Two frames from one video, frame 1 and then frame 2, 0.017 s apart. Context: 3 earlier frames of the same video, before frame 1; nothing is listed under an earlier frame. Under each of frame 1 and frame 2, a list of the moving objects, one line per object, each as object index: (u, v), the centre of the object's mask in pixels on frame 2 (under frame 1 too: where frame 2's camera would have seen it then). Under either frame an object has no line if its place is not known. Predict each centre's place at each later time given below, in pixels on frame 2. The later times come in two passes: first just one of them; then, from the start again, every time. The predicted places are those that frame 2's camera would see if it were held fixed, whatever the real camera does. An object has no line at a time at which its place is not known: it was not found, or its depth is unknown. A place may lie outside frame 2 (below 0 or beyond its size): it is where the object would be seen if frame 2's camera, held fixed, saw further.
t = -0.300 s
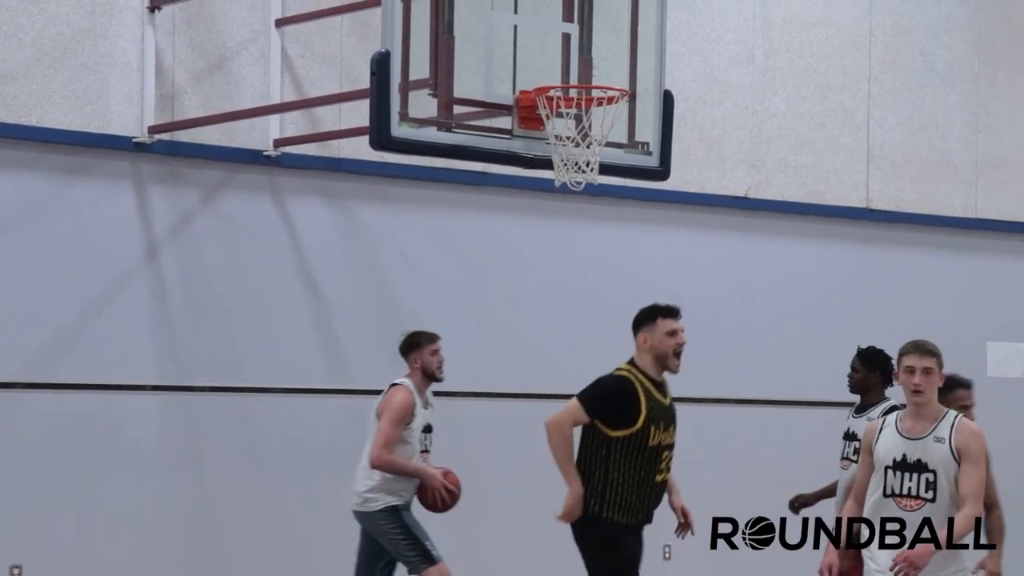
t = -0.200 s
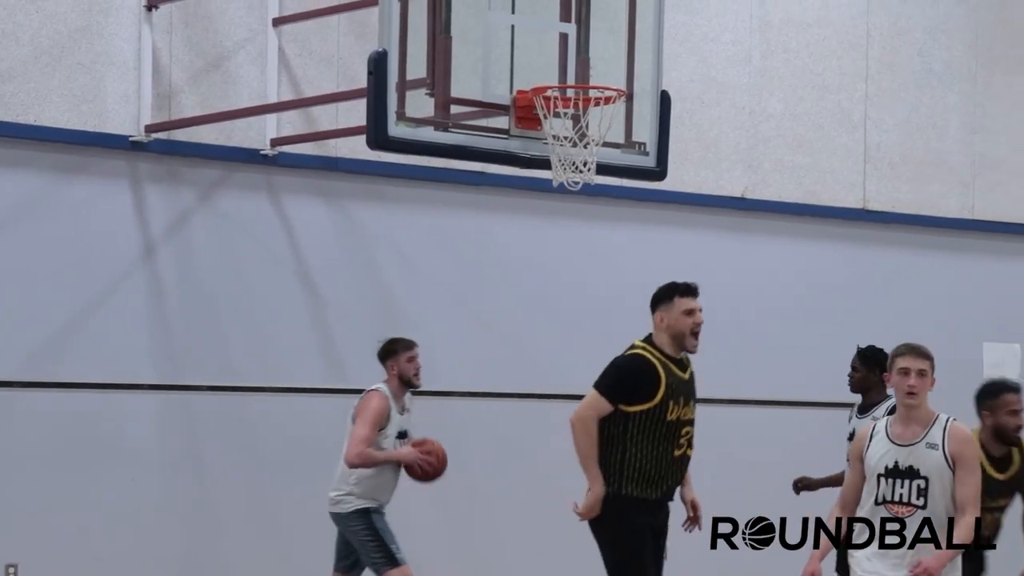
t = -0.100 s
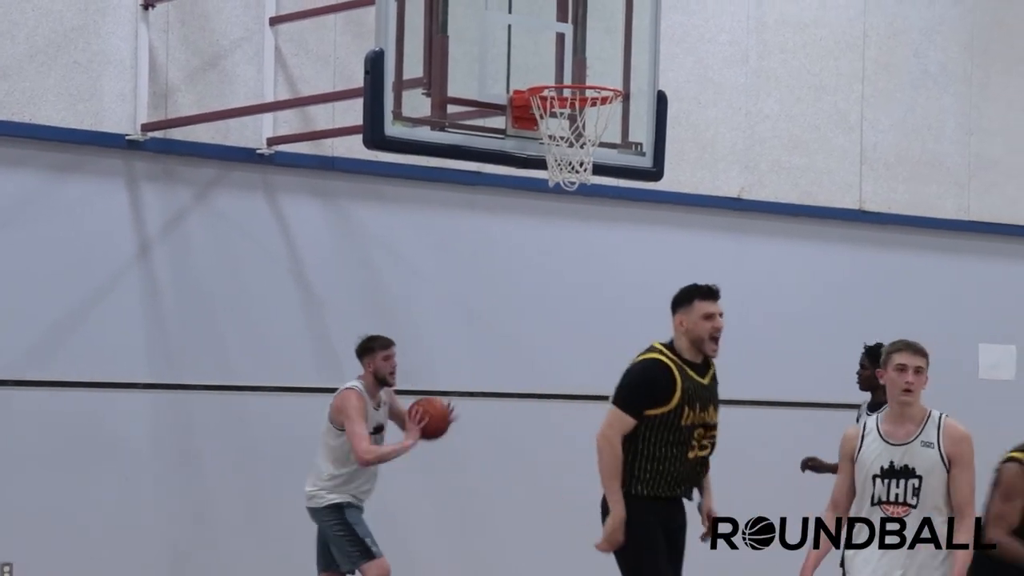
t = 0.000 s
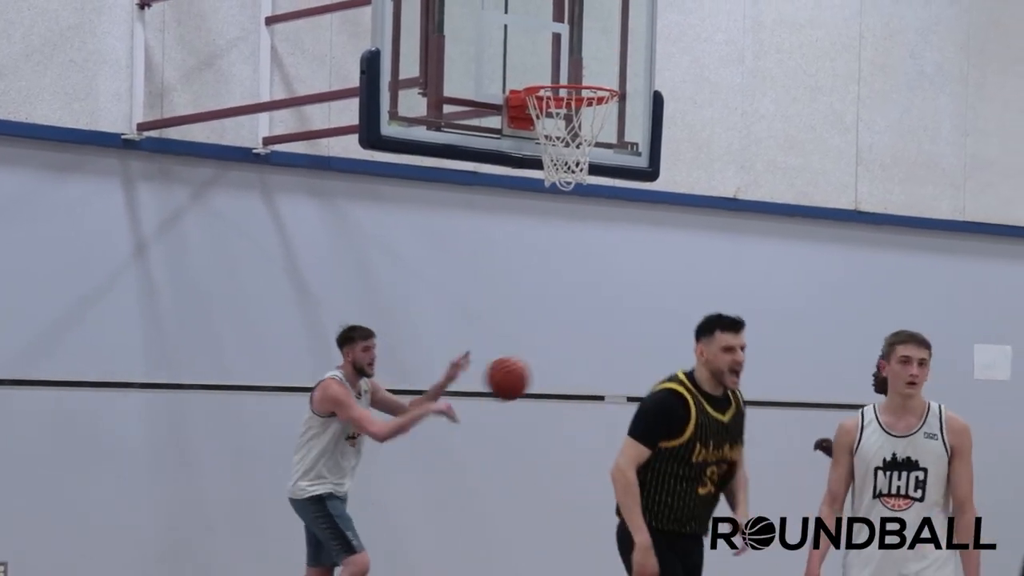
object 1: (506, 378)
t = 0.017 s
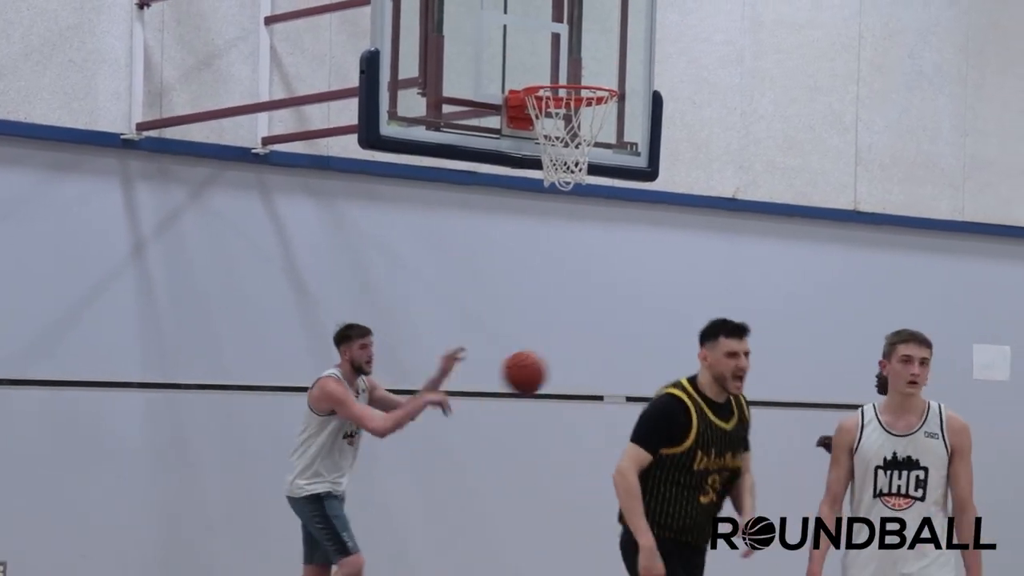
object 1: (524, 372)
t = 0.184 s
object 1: (704, 341)
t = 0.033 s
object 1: (542, 367)
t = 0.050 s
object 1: (560, 362)
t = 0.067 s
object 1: (578, 358)
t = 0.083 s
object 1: (596, 354)
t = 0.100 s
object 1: (614, 351)
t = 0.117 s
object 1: (632, 348)
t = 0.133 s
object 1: (649, 346)
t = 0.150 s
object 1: (668, 343)
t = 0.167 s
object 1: (686, 342)
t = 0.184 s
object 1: (704, 341)
